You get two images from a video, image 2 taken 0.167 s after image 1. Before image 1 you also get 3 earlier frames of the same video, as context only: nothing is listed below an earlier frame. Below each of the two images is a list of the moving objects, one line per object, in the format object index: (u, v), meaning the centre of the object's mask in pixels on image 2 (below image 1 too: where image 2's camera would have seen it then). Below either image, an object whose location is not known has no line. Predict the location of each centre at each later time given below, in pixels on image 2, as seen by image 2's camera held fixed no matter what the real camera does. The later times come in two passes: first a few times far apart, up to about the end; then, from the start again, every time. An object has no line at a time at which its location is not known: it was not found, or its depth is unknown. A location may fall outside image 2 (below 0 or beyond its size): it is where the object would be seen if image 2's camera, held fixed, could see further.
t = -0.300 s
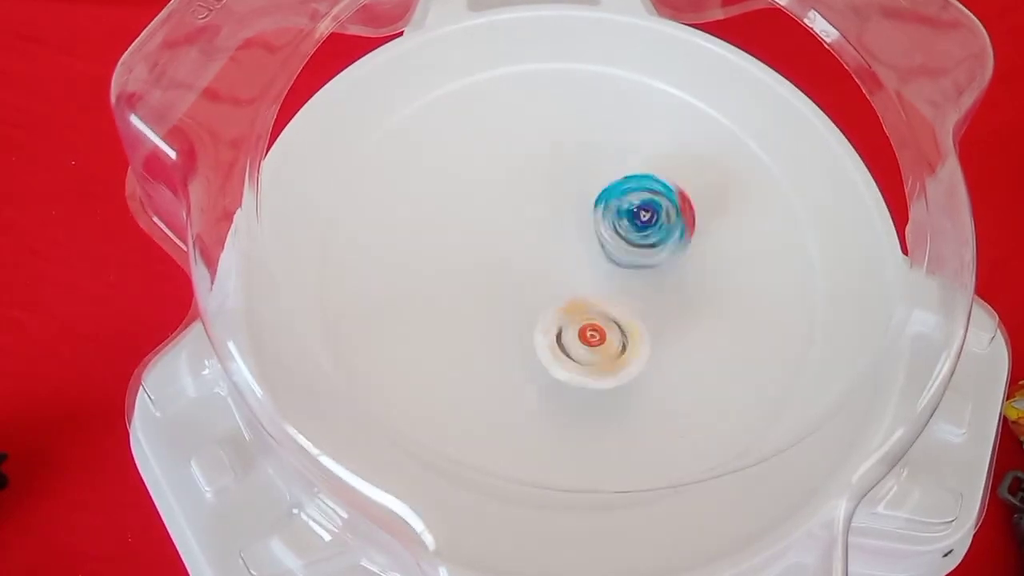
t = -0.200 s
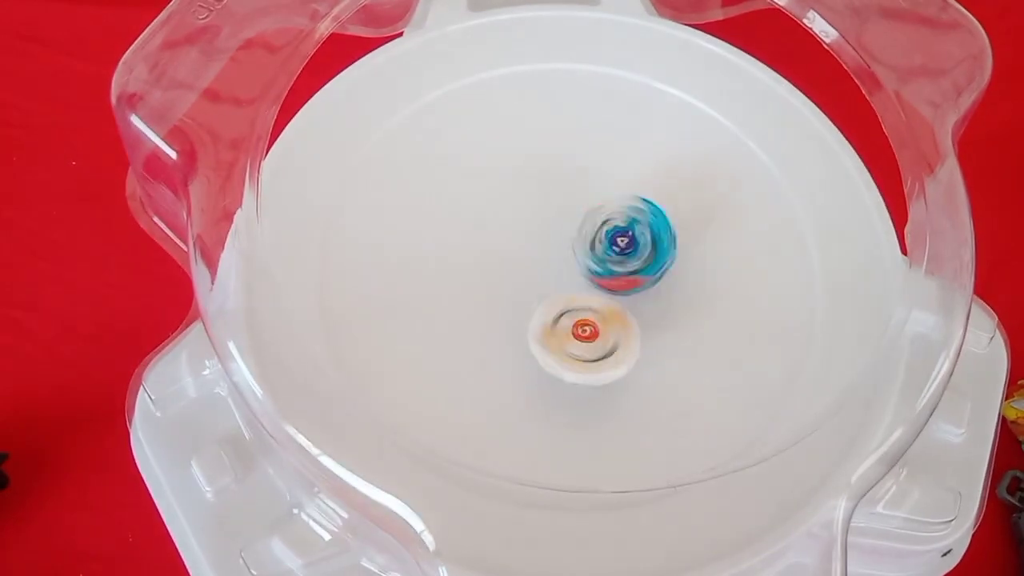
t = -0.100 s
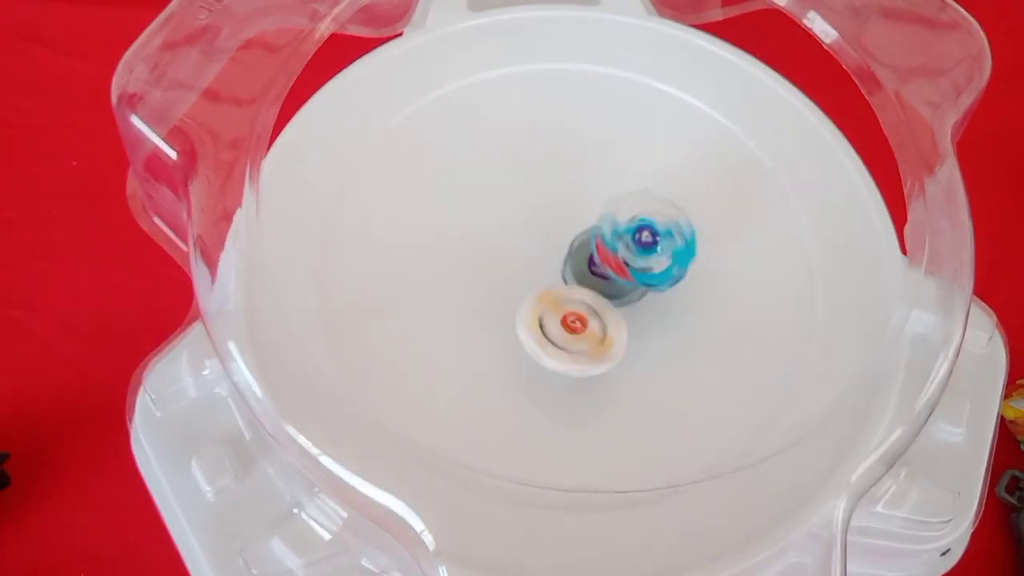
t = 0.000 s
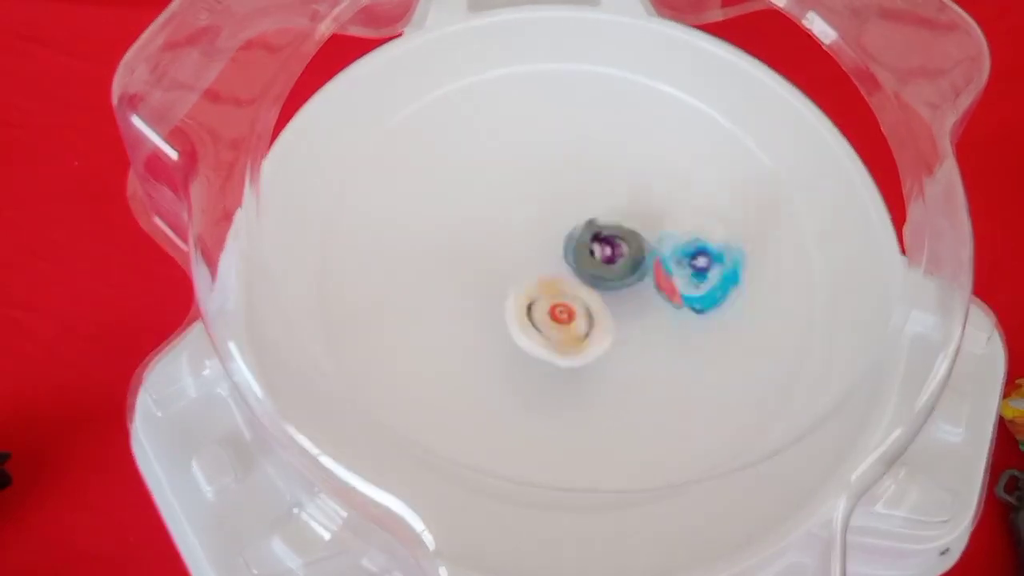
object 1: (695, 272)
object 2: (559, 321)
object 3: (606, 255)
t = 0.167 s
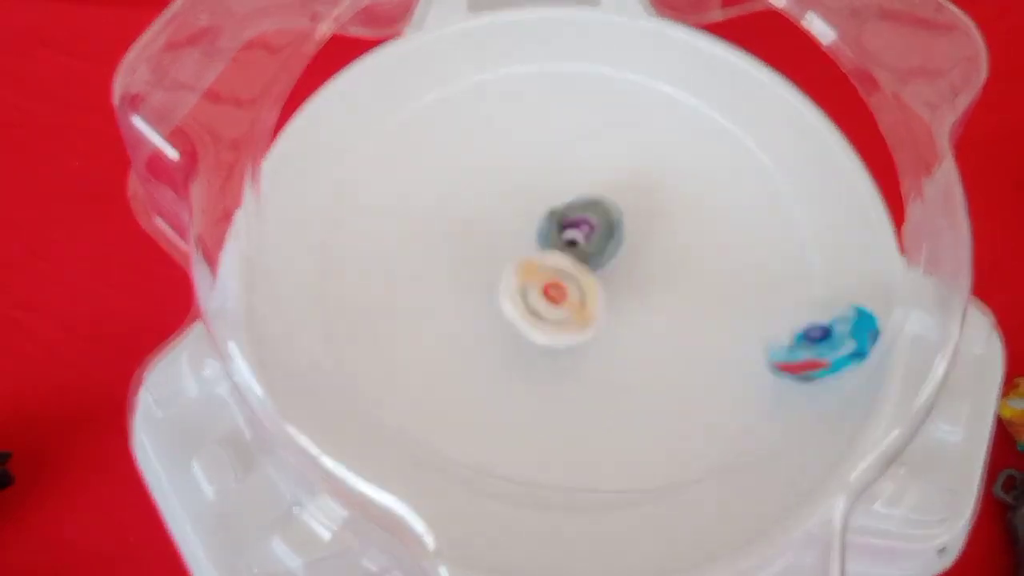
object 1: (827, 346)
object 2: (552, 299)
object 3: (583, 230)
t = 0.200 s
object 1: (813, 362)
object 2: (550, 296)
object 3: (584, 228)
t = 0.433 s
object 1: (652, 352)
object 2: (506, 303)
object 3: (649, 187)
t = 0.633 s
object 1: (617, 317)
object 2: (523, 294)
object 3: (646, 193)
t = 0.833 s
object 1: (692, 432)
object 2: (544, 287)
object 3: (645, 194)
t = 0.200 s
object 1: (813, 362)
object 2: (550, 296)
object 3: (584, 228)
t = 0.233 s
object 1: (786, 377)
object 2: (529, 305)
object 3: (602, 215)
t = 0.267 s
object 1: (762, 379)
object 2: (514, 308)
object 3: (620, 201)
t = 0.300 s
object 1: (736, 378)
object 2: (507, 306)
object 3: (634, 191)
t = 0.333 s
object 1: (713, 373)
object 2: (508, 304)
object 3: (645, 186)
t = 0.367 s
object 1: (691, 367)
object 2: (509, 308)
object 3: (650, 185)
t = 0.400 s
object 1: (669, 359)
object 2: (506, 306)
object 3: (650, 186)
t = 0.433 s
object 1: (652, 352)
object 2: (506, 303)
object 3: (649, 187)
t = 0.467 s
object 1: (639, 344)
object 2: (507, 298)
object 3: (649, 188)
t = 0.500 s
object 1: (629, 335)
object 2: (511, 298)
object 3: (648, 189)
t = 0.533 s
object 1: (620, 328)
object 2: (514, 297)
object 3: (647, 190)
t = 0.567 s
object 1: (616, 321)
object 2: (515, 296)
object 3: (647, 191)
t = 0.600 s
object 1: (614, 317)
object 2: (520, 295)
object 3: (646, 192)
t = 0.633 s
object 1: (617, 317)
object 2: (523, 294)
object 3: (646, 193)
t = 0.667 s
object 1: (622, 341)
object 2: (526, 285)
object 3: (645, 193)
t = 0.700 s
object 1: (637, 374)
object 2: (533, 283)
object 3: (646, 193)
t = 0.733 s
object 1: (655, 400)
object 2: (540, 285)
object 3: (645, 193)
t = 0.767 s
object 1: (673, 415)
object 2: (540, 287)
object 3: (645, 194)
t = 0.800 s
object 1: (683, 427)
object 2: (543, 287)
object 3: (645, 194)
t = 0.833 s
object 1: (692, 432)
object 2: (544, 287)
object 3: (645, 194)
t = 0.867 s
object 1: (693, 431)
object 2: (551, 288)
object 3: (645, 194)
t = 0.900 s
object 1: (689, 426)
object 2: (553, 292)
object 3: (645, 194)
